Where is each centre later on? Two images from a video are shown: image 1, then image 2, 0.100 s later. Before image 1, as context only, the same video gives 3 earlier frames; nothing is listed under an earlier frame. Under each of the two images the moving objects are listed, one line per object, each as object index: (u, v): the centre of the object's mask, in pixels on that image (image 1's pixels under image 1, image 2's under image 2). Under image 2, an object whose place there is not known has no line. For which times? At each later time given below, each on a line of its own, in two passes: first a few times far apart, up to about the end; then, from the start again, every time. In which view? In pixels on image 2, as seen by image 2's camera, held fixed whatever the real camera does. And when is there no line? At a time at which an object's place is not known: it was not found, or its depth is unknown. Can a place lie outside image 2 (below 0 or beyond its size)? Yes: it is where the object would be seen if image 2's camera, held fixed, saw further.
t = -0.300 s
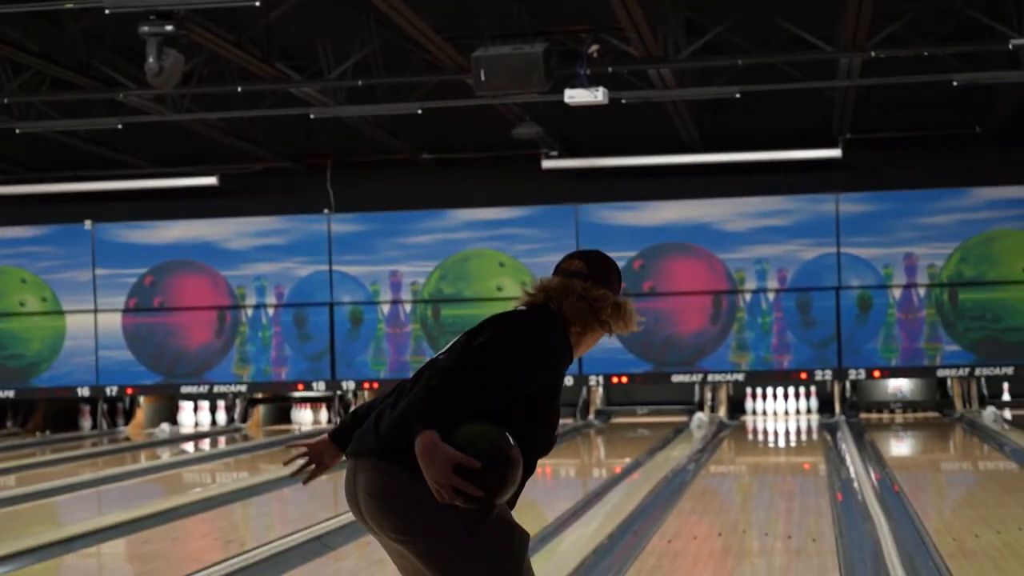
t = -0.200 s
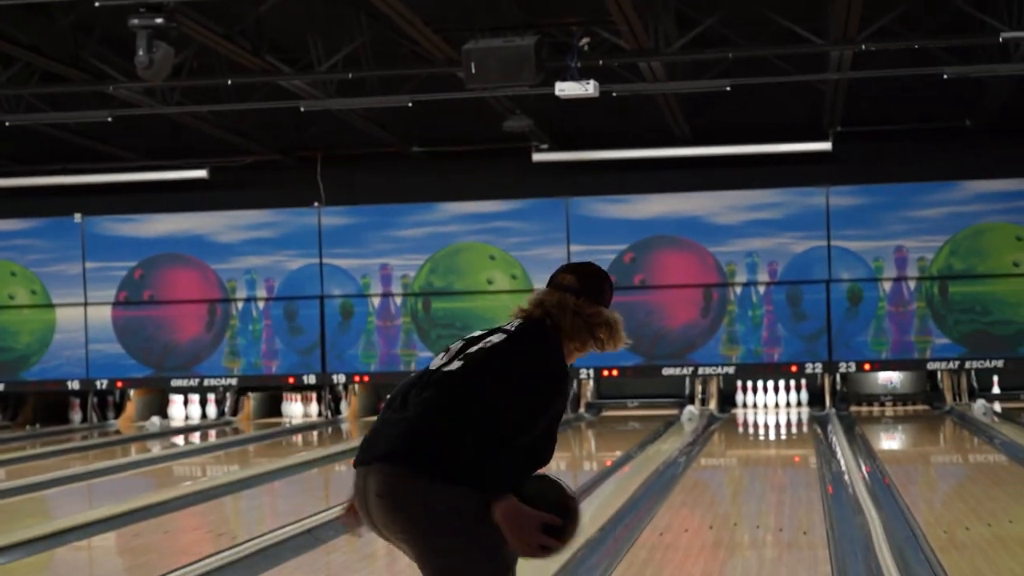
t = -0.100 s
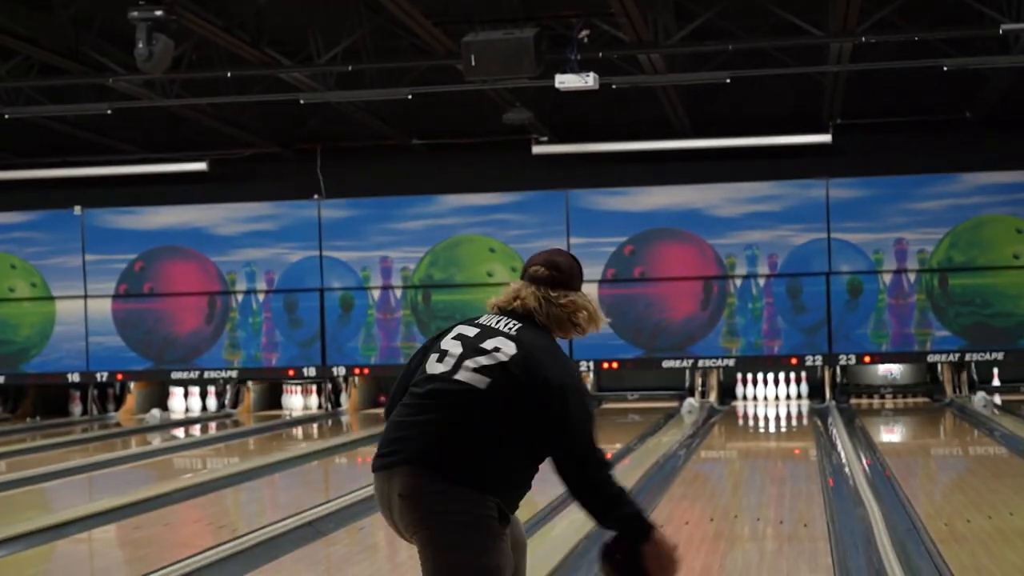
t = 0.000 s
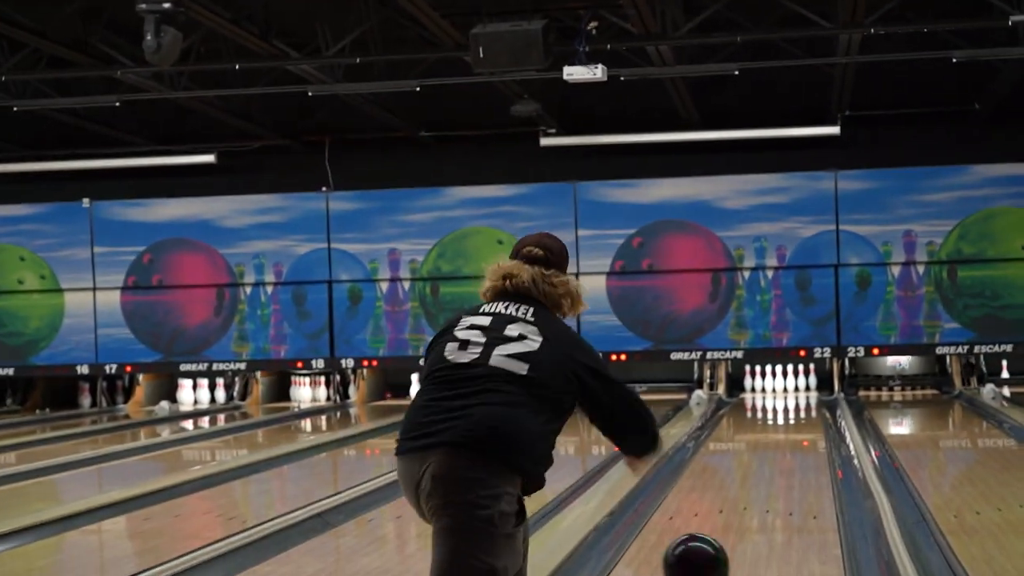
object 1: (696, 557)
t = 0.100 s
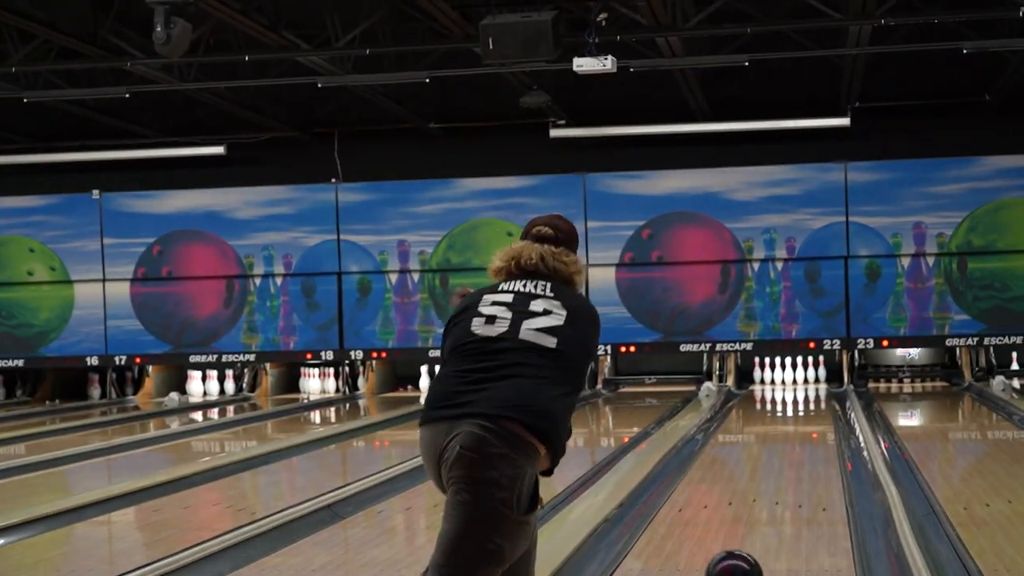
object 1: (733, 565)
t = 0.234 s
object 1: (760, 563)
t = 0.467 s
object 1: (793, 513)
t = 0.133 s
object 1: (742, 571)
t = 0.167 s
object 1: (748, 570)
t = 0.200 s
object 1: (754, 567)
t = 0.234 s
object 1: (760, 563)
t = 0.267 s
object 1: (767, 555)
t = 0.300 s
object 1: (771, 548)
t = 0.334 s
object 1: (776, 540)
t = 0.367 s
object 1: (781, 533)
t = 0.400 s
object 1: (786, 527)
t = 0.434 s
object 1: (789, 520)
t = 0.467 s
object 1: (793, 513)
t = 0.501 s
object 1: (798, 508)
